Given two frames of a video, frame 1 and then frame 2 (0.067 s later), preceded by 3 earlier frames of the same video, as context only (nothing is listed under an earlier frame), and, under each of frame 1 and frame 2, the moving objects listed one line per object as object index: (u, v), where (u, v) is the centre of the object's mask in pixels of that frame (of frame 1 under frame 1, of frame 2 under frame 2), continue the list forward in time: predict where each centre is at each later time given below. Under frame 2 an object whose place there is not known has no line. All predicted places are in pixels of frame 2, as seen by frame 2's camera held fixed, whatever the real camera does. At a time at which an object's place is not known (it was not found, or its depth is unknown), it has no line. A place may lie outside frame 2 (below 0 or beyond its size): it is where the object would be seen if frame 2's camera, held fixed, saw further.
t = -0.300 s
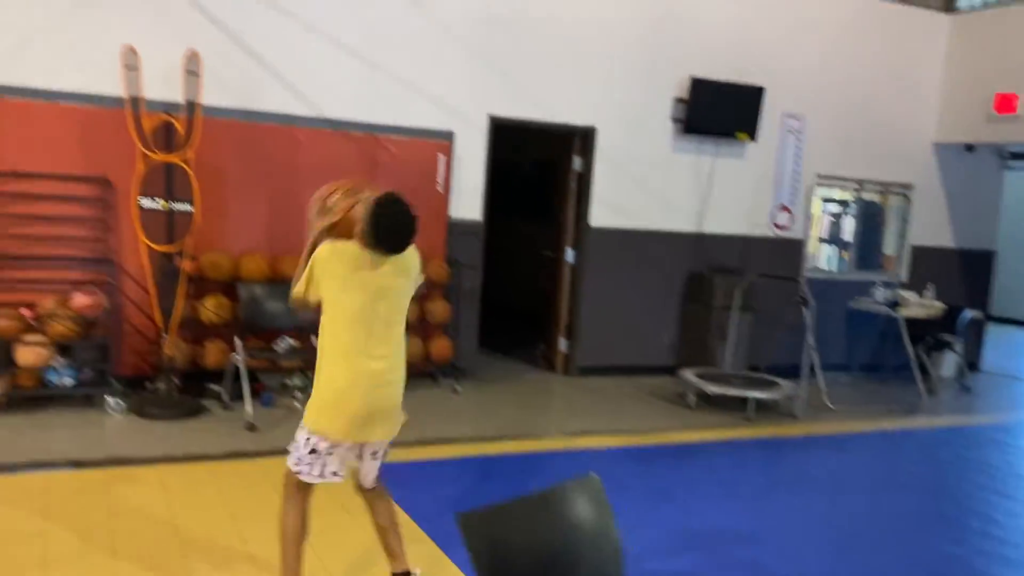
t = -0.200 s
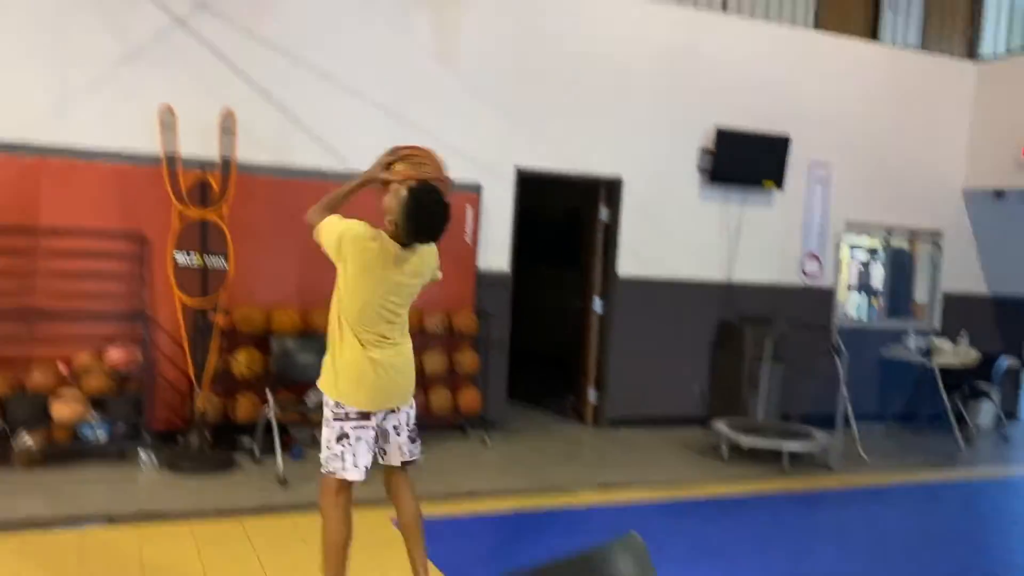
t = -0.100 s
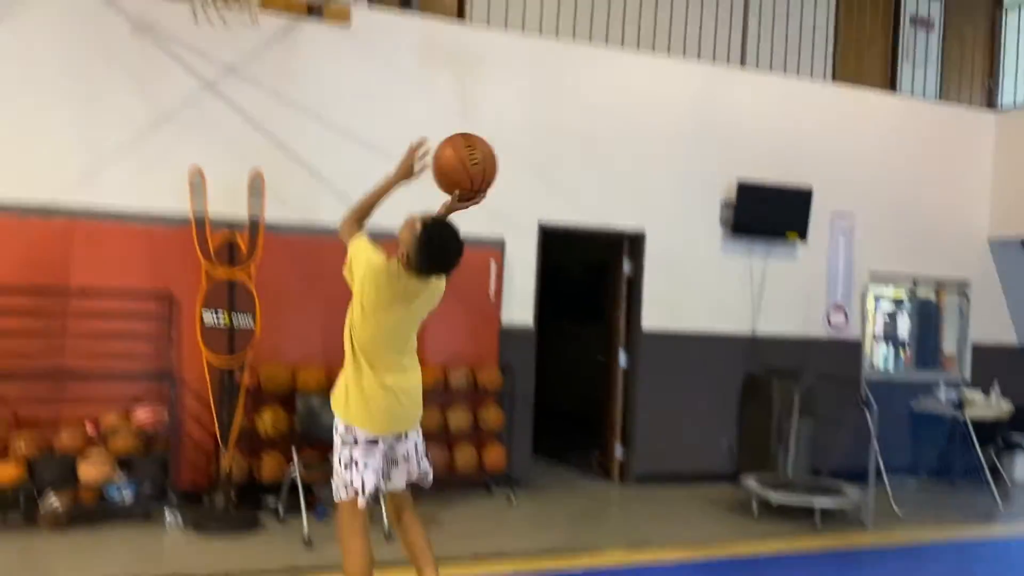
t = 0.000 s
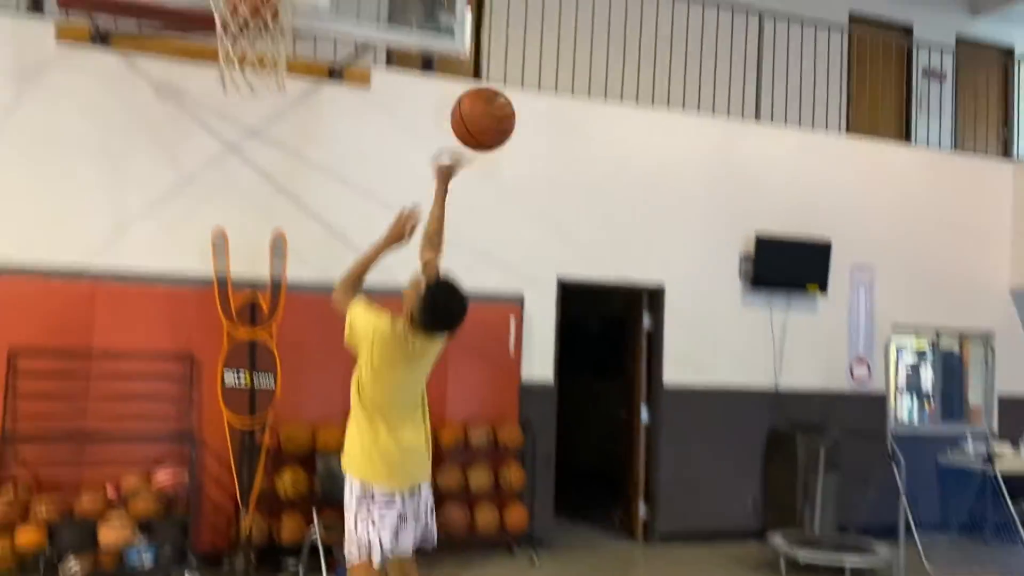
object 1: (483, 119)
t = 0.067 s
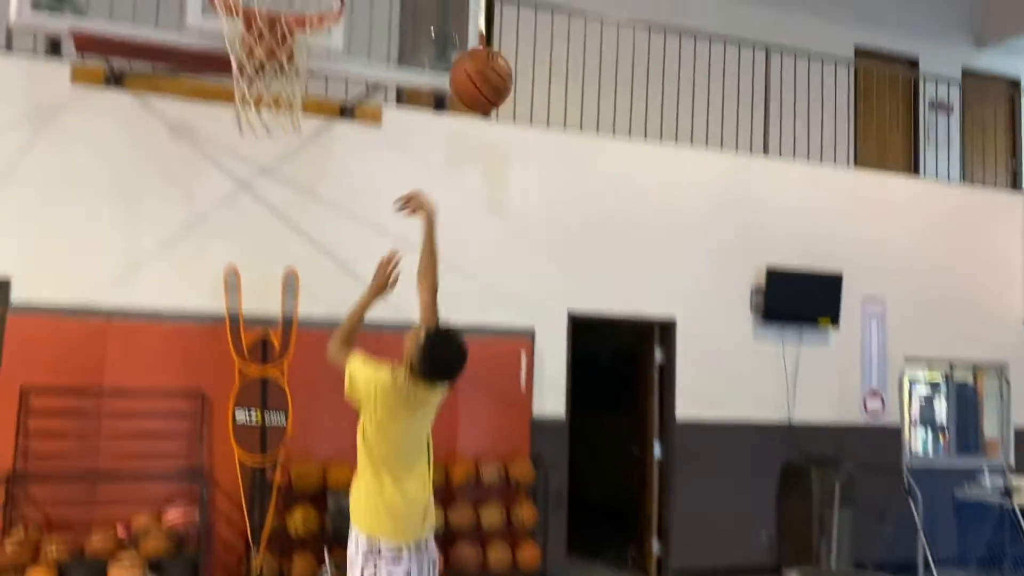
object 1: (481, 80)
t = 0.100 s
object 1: (474, 46)
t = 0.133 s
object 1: (466, 15)
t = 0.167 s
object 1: (459, -12)
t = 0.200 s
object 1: (452, -37)
